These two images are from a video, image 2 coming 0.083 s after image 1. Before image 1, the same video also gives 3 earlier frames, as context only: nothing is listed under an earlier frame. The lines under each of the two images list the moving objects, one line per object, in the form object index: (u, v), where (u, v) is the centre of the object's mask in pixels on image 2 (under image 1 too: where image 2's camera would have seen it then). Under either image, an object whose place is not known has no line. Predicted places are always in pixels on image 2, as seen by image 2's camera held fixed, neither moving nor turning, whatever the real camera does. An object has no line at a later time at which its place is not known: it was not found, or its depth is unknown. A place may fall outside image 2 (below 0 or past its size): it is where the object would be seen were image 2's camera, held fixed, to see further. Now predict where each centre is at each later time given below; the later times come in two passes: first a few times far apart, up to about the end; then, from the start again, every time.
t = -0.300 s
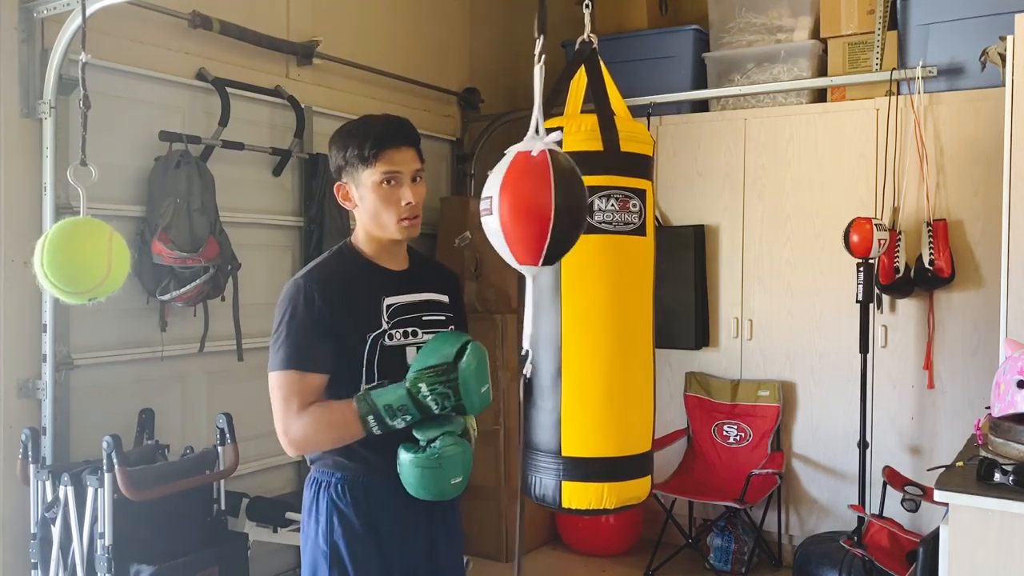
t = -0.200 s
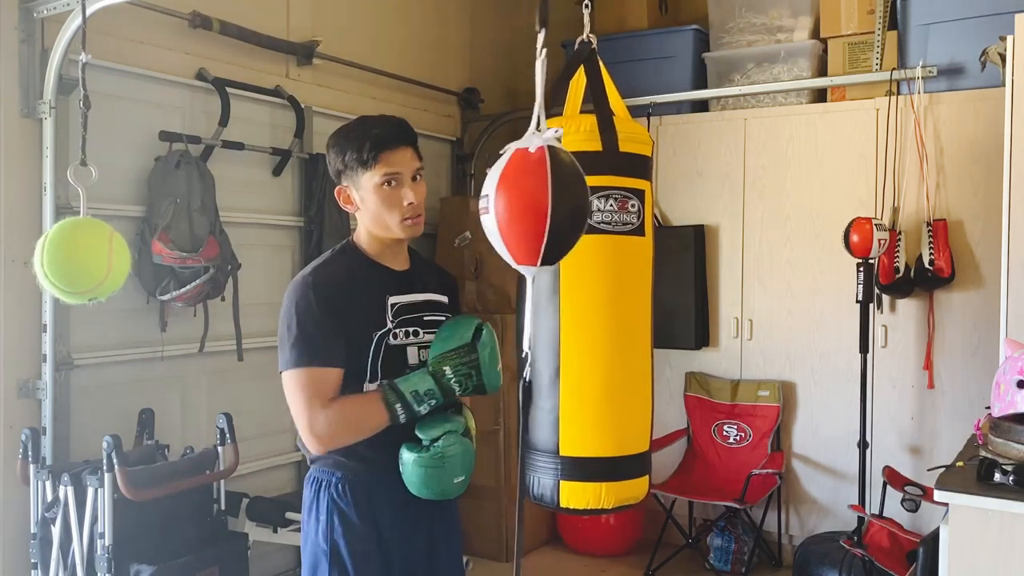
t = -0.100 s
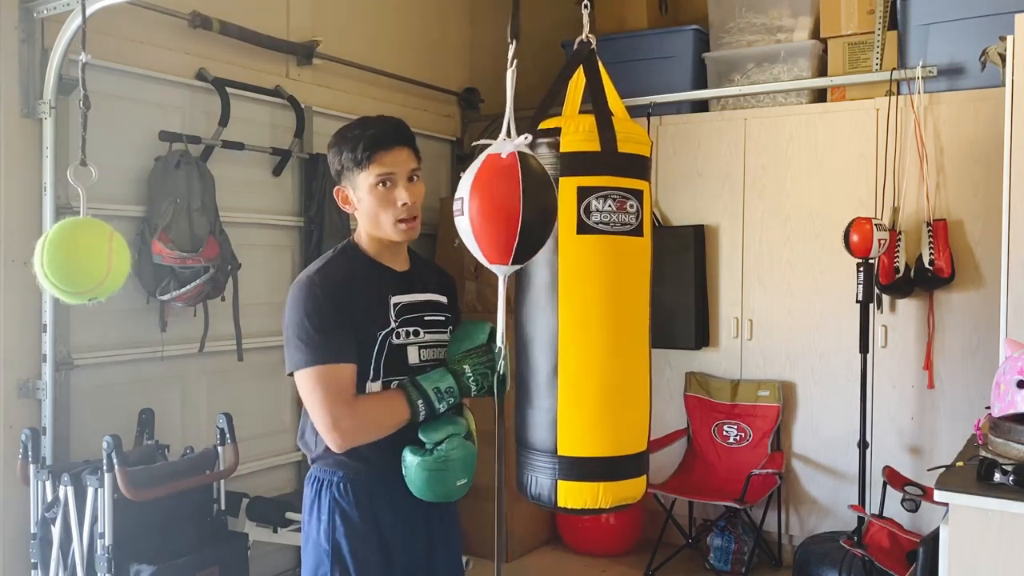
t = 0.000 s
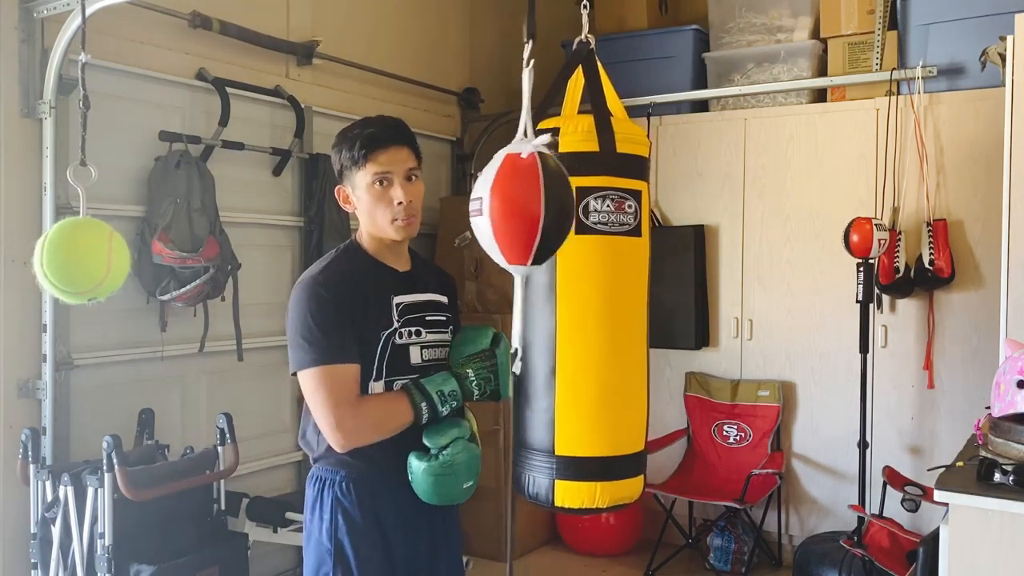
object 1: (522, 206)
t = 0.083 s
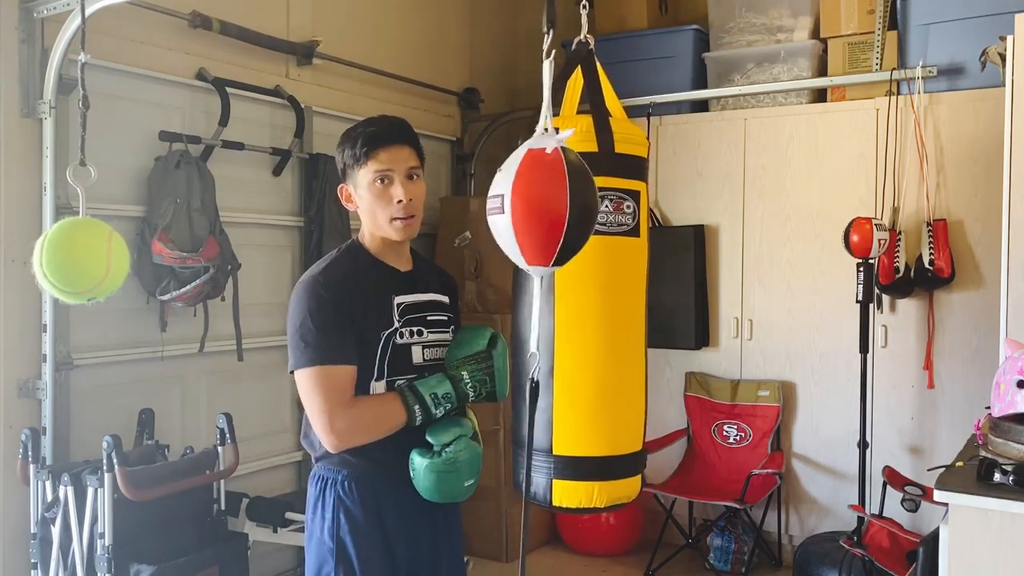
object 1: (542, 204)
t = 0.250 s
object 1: (505, 206)
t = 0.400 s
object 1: (544, 204)
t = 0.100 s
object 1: (541, 204)
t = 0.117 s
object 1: (539, 204)
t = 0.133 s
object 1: (535, 204)
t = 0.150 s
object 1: (529, 204)
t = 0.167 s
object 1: (522, 204)
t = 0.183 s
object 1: (517, 203)
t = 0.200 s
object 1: (512, 205)
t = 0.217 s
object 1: (508, 205)
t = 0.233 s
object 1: (505, 206)
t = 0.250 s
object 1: (505, 206)
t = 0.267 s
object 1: (505, 207)
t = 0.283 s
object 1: (508, 206)
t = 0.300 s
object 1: (512, 207)
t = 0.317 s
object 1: (517, 206)
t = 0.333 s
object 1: (523, 205)
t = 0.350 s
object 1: (529, 204)
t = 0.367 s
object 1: (535, 204)
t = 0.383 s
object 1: (540, 204)
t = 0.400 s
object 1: (544, 204)
